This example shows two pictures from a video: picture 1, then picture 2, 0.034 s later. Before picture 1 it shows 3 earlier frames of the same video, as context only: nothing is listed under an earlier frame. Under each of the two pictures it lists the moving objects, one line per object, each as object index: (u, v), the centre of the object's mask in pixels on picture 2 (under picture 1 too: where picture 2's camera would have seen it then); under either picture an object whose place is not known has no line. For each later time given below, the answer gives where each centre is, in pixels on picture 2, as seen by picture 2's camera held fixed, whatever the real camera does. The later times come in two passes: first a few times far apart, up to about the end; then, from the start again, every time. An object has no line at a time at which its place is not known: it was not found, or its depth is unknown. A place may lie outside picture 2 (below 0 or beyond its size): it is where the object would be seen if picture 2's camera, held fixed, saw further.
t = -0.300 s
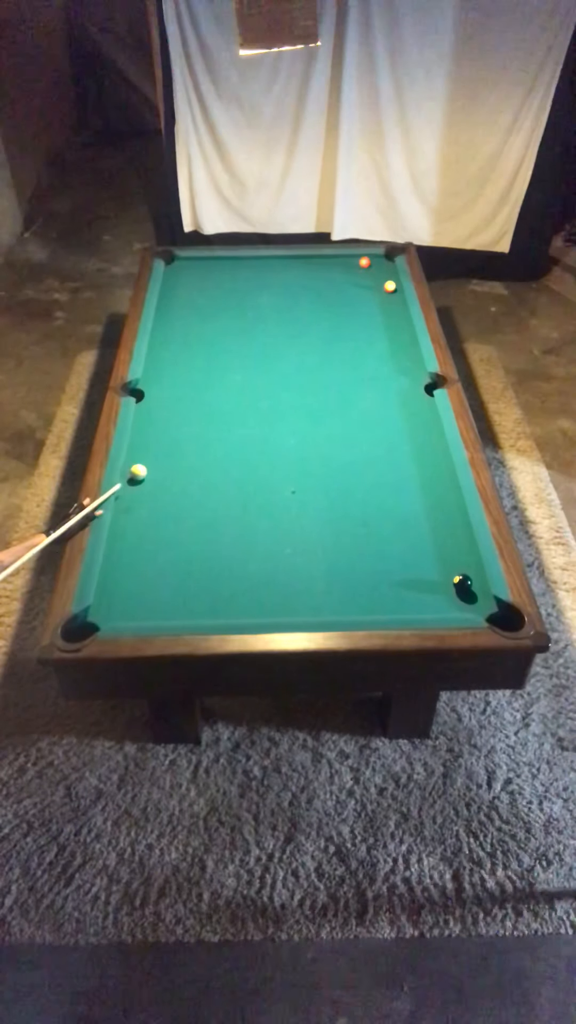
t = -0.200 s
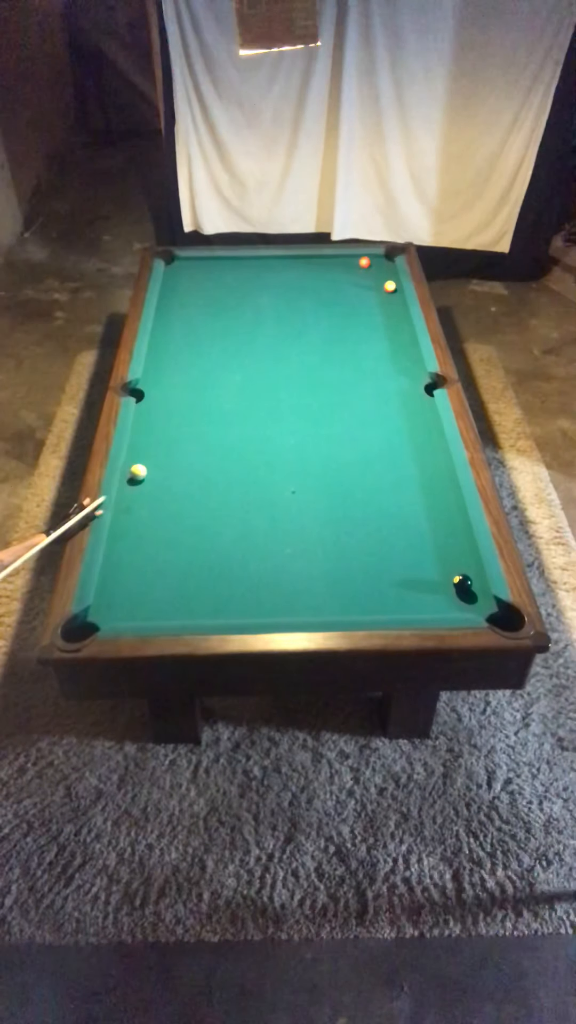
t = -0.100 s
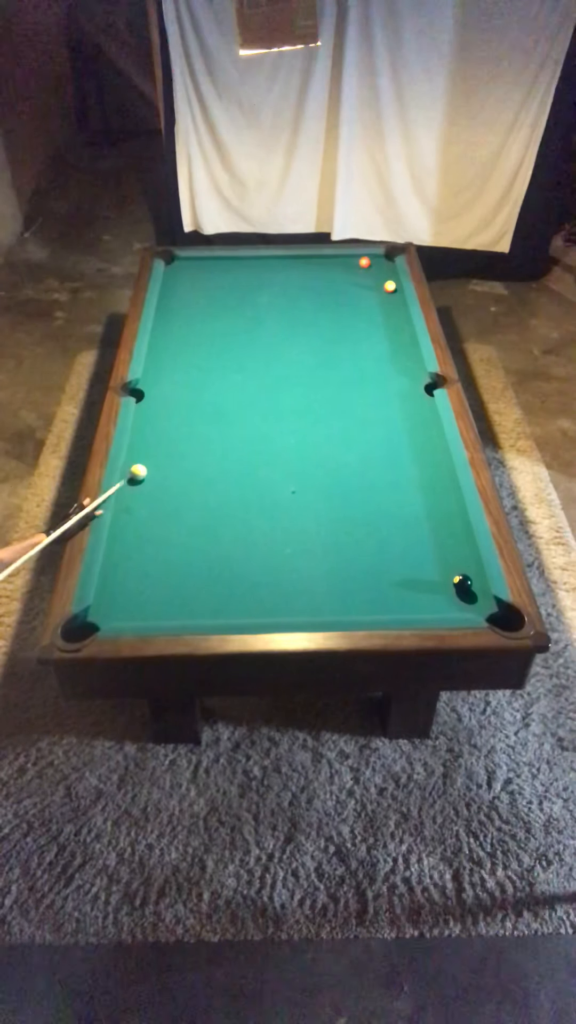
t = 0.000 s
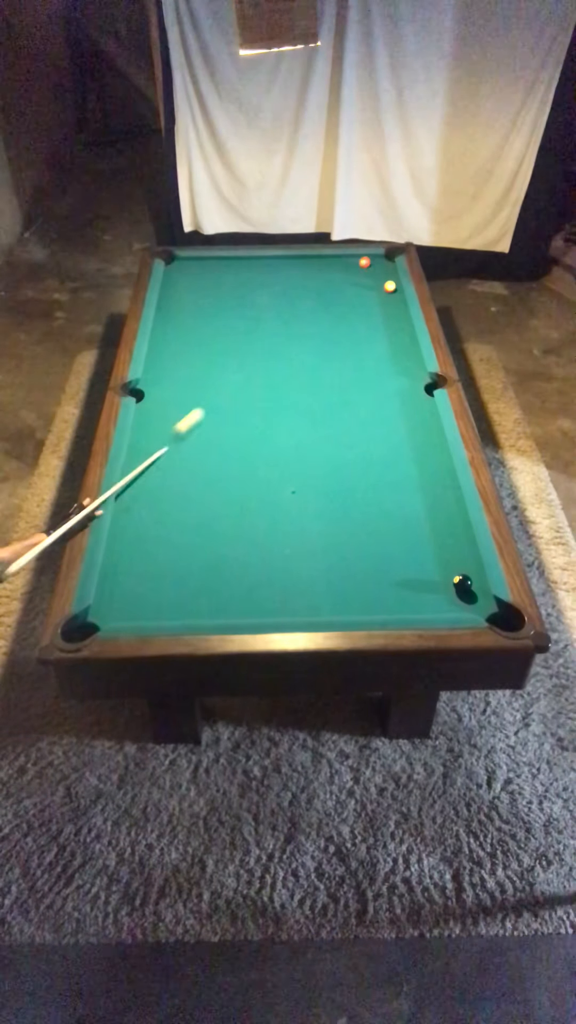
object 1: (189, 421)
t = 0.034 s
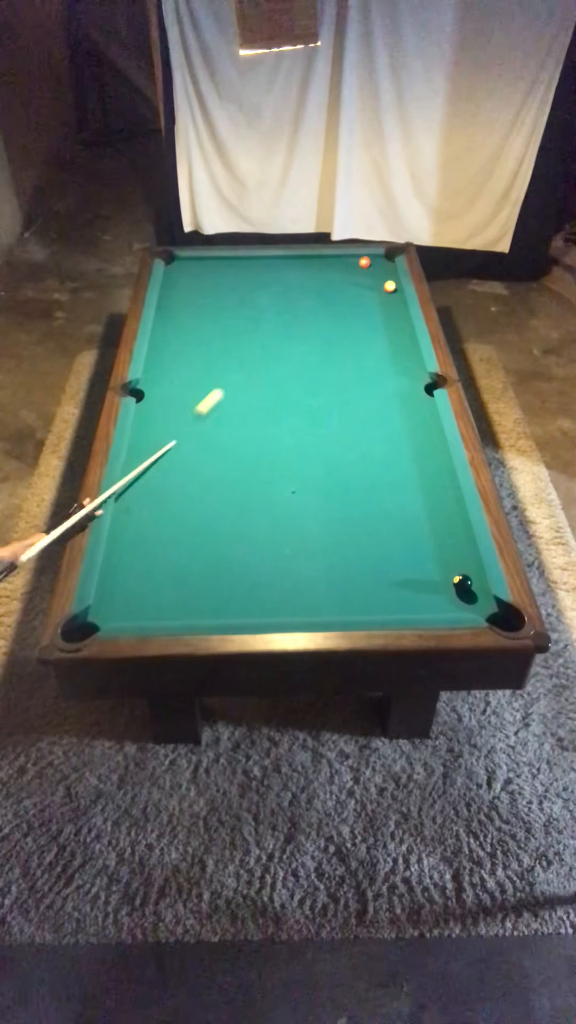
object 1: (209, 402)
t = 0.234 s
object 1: (304, 311)
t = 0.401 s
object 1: (352, 258)
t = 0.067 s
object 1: (229, 384)
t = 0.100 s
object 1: (245, 367)
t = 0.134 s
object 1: (262, 352)
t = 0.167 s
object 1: (277, 337)
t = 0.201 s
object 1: (291, 324)
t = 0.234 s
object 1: (304, 311)
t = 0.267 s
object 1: (316, 299)
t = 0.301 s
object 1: (327, 288)
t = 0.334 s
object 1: (338, 278)
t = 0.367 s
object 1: (349, 267)
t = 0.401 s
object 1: (352, 258)
